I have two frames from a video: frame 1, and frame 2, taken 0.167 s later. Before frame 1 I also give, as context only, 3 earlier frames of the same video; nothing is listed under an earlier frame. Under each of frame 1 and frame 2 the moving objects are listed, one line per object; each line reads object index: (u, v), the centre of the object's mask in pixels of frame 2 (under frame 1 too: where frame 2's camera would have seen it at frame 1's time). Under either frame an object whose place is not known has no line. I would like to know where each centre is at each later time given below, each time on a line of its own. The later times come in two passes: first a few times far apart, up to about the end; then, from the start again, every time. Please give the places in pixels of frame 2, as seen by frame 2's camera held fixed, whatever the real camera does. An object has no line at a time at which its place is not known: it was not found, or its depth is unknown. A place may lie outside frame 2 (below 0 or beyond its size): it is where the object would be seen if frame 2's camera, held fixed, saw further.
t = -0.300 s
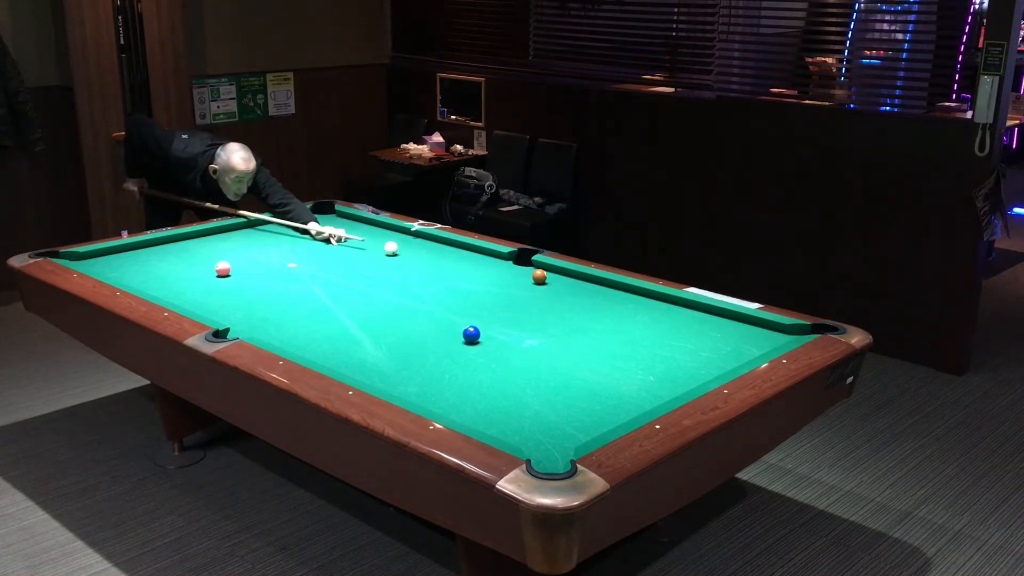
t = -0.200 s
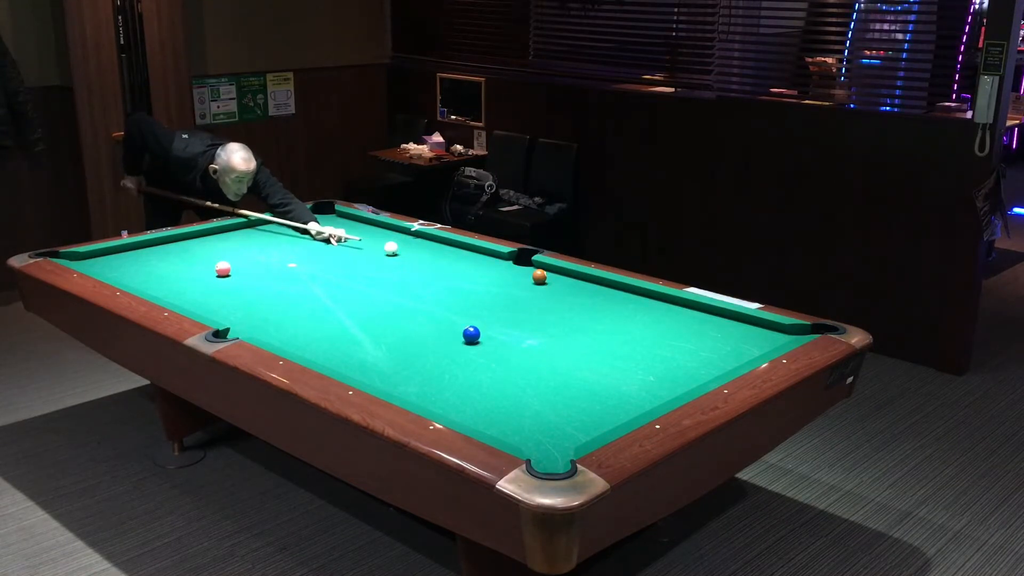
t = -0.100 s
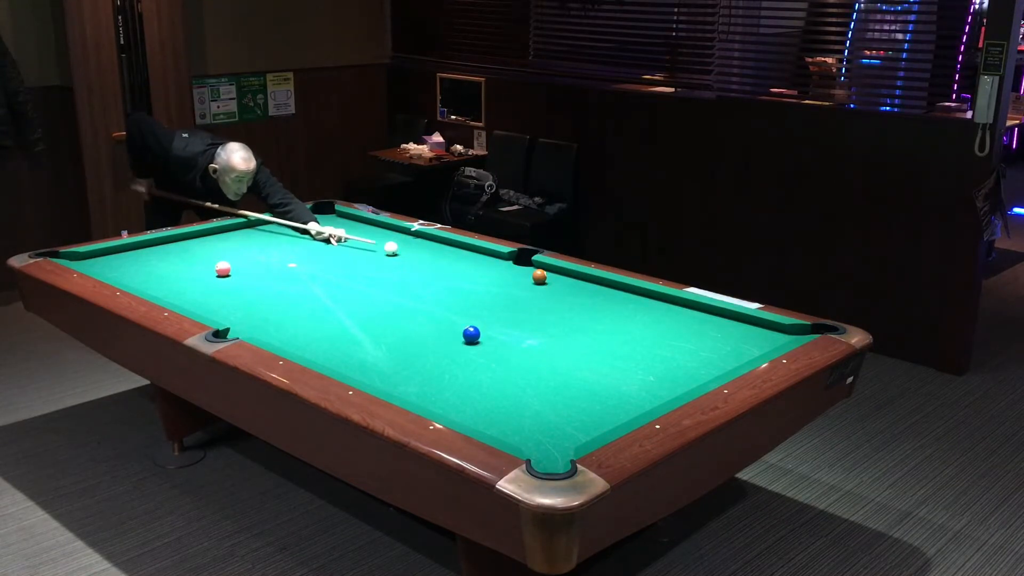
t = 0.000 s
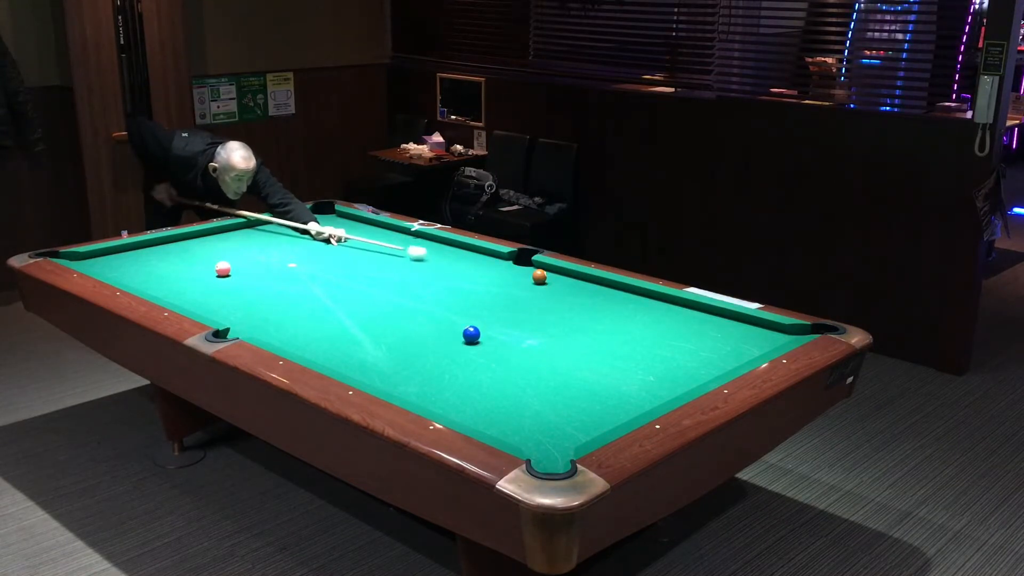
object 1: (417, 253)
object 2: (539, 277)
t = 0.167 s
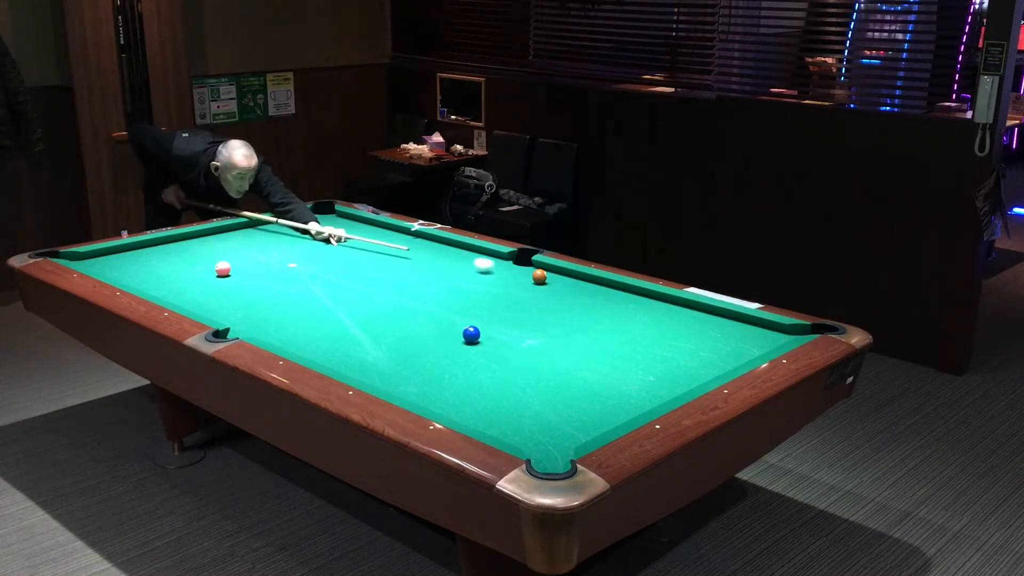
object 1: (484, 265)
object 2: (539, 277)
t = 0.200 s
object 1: (498, 268)
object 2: (539, 277)
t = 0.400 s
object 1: (536, 273)
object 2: (586, 288)
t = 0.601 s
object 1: (561, 274)
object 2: (648, 303)
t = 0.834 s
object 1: (577, 278)
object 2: (718, 320)
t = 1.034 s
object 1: (584, 282)
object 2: (782, 334)
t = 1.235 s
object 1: (590, 286)
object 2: (790, 332)
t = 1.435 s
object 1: (597, 290)
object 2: (790, 334)
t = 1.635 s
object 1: (602, 294)
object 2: (783, 335)
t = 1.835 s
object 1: (608, 297)
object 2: (776, 334)
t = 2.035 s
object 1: (614, 300)
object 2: (769, 332)
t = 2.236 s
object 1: (618, 303)
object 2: (764, 331)
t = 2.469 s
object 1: (624, 307)
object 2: (759, 330)
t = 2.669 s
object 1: (628, 309)
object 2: (757, 330)
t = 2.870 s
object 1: (632, 311)
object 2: (755, 329)
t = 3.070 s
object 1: (637, 313)
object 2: (754, 329)
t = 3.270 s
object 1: (641, 315)
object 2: (754, 329)
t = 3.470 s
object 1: (644, 316)
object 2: (754, 329)
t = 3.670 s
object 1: (647, 317)
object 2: (754, 329)
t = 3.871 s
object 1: (650, 318)
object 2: (754, 329)
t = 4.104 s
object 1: (652, 318)
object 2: (754, 329)
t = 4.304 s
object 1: (653, 318)
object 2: (754, 329)
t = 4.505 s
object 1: (653, 319)
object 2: (754, 329)
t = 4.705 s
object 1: (653, 318)
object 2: (754, 329)
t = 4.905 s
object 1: (653, 318)
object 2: (754, 329)
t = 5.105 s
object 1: (653, 319)
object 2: (754, 329)
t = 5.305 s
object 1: (653, 319)
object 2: (754, 329)
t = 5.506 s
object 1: (653, 319)
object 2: (754, 329)
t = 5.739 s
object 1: (653, 319)
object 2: (754, 329)
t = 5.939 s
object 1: (653, 319)
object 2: (754, 329)
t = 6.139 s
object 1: (653, 318)
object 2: (754, 329)
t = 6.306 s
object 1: (653, 318)
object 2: (753, 329)
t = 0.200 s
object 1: (498, 268)
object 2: (539, 277)
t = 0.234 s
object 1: (511, 271)
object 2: (539, 277)
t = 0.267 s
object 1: (524, 273)
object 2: (540, 277)
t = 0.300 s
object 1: (529, 274)
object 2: (551, 279)
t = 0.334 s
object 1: (531, 273)
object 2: (563, 282)
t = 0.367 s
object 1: (533, 273)
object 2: (574, 285)
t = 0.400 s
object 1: (536, 273)
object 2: (586, 288)
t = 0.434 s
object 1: (540, 273)
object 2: (597, 291)
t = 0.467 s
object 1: (544, 273)
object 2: (607, 293)
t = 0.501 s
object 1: (548, 273)
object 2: (618, 295)
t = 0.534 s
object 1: (552, 273)
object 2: (628, 298)
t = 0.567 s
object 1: (556, 274)
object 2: (638, 301)
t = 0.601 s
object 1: (561, 274)
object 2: (648, 303)
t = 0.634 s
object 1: (565, 274)
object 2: (656, 305)
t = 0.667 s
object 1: (569, 274)
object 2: (667, 307)
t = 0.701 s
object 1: (573, 275)
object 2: (677, 310)
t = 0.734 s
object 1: (574, 276)
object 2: (687, 312)
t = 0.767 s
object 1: (575, 276)
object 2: (697, 315)
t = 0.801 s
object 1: (576, 277)
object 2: (707, 317)
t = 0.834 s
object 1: (577, 278)
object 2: (718, 320)
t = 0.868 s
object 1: (579, 279)
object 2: (728, 322)
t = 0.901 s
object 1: (580, 279)
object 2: (739, 324)
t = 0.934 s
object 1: (581, 280)
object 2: (749, 327)
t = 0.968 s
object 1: (582, 281)
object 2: (760, 330)
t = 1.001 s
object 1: (583, 281)
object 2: (771, 333)
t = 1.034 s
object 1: (584, 282)
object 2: (782, 334)
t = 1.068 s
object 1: (585, 283)
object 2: (791, 334)
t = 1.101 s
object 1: (586, 283)
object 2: (791, 333)
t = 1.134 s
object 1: (587, 284)
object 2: (790, 332)
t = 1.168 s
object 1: (589, 285)
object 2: (790, 331)
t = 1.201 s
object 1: (589, 285)
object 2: (790, 331)
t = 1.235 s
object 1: (590, 286)
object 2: (790, 332)
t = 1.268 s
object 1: (591, 287)
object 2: (791, 332)
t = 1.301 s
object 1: (592, 287)
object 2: (791, 332)
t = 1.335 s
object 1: (594, 288)
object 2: (791, 333)
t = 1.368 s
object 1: (594, 289)
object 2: (791, 334)
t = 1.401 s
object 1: (596, 289)
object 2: (791, 334)
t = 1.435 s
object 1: (597, 290)
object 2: (790, 334)
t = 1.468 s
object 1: (597, 290)
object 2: (789, 334)
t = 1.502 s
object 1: (598, 291)
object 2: (788, 334)
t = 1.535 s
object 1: (599, 292)
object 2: (786, 335)
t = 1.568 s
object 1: (601, 292)
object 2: (785, 335)
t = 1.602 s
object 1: (601, 293)
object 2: (784, 335)
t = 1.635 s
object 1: (602, 294)
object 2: (783, 335)
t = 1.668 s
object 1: (603, 294)
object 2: (781, 335)
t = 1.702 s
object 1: (604, 295)
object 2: (780, 335)
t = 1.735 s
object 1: (605, 295)
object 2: (779, 335)
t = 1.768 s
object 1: (606, 296)
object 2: (778, 334)
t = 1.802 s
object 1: (607, 297)
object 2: (777, 334)
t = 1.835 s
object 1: (608, 297)
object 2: (776, 334)
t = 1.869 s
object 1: (609, 297)
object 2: (775, 334)
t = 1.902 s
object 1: (610, 298)
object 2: (774, 334)
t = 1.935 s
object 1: (611, 299)
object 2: (772, 333)
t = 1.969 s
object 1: (611, 299)
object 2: (771, 333)
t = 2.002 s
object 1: (612, 300)
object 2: (770, 333)
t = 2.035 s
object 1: (614, 300)
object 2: (769, 332)
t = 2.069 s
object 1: (614, 301)
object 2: (768, 332)
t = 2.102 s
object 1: (615, 301)
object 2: (767, 332)
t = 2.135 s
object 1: (616, 302)
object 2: (767, 332)
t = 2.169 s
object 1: (617, 302)
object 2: (766, 331)
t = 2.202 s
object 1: (618, 303)
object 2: (765, 331)
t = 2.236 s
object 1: (618, 303)
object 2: (764, 331)
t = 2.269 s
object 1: (619, 304)
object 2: (763, 331)
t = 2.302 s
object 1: (620, 304)
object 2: (762, 331)
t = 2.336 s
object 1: (621, 305)
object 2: (762, 331)
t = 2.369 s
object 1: (622, 305)
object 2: (761, 331)
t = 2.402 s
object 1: (622, 306)
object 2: (760, 330)
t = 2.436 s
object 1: (623, 306)
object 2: (760, 330)
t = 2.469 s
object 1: (624, 307)
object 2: (759, 330)
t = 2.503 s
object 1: (625, 307)
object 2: (759, 330)
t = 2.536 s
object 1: (625, 307)
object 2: (758, 330)
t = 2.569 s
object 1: (626, 308)
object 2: (758, 330)
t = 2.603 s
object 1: (627, 308)
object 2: (757, 330)
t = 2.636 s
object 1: (628, 309)
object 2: (757, 330)
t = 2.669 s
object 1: (628, 309)
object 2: (757, 330)
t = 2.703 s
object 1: (629, 309)
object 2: (756, 329)
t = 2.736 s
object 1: (630, 310)
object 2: (756, 329)
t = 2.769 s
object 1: (631, 310)
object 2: (755, 329)
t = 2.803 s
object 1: (631, 311)
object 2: (755, 329)
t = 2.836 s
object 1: (632, 311)
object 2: (755, 329)
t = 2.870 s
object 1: (632, 311)
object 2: (755, 329)
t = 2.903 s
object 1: (633, 312)
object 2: (754, 329)
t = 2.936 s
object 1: (634, 312)
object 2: (754, 329)
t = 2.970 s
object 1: (635, 313)
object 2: (754, 329)
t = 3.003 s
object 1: (636, 313)
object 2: (754, 329)
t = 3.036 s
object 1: (637, 313)
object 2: (754, 329)
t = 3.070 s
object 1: (637, 313)
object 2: (754, 329)
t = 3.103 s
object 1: (638, 314)
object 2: (754, 329)
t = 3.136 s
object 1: (639, 314)
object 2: (754, 329)
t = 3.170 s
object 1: (639, 314)
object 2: (754, 329)
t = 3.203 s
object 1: (640, 315)
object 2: (754, 329)
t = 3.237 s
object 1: (640, 315)
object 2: (754, 329)
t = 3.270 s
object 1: (641, 315)
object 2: (754, 329)
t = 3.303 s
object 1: (641, 315)
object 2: (754, 329)
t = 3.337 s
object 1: (642, 315)
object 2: (754, 329)
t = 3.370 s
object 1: (643, 316)
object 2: (754, 329)
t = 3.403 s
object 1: (643, 316)
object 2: (754, 329)
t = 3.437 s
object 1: (644, 316)
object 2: (754, 329)
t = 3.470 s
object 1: (644, 316)
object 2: (754, 329)
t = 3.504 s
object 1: (645, 316)
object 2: (754, 329)
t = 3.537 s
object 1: (645, 317)
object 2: (754, 329)
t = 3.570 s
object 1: (646, 317)
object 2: (754, 329)
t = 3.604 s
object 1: (646, 317)
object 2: (754, 329)
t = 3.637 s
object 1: (647, 317)
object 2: (754, 329)
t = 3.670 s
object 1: (647, 317)
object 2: (754, 329)
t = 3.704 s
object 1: (648, 317)
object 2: (754, 329)
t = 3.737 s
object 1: (648, 317)
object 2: (754, 329)
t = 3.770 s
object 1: (649, 318)
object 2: (754, 329)
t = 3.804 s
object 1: (649, 318)
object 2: (754, 329)
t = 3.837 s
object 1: (649, 318)
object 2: (754, 329)
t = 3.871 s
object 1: (650, 318)
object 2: (754, 329)
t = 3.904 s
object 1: (650, 318)
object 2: (754, 329)
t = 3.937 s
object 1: (650, 318)
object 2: (754, 329)
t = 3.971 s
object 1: (651, 318)
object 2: (754, 329)
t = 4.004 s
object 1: (651, 318)
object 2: (754, 329)
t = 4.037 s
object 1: (651, 318)
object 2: (754, 329)
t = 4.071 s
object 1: (651, 318)
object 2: (754, 329)
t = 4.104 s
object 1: (652, 318)
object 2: (754, 329)
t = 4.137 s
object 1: (652, 318)
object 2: (754, 329)
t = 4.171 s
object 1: (652, 319)
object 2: (754, 329)
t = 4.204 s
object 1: (652, 318)
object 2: (754, 329)
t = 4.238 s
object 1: (652, 318)
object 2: (754, 329)
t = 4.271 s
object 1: (652, 318)
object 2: (754, 329)
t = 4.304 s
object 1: (653, 318)
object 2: (754, 329)
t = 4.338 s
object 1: (653, 319)
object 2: (754, 329)
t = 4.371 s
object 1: (653, 319)
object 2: (754, 329)
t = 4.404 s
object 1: (653, 319)
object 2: (754, 329)
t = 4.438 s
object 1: (653, 319)
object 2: (754, 329)
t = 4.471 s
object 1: (653, 319)
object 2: (754, 329)
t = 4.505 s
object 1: (653, 319)
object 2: (754, 329)
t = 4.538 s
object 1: (653, 318)
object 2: (754, 329)
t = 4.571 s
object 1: (653, 319)
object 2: (754, 329)
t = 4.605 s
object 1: (653, 319)
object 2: (754, 329)
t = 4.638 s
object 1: (653, 318)
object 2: (754, 329)
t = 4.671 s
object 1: (653, 318)
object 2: (754, 329)
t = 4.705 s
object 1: (653, 318)
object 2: (754, 329)
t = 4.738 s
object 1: (653, 318)
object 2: (754, 329)
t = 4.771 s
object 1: (653, 318)
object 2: (754, 329)
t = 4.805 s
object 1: (653, 318)
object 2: (754, 329)
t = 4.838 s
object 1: (653, 318)
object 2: (754, 329)
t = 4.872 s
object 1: (653, 318)
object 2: (754, 329)
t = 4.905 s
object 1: (653, 318)
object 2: (754, 329)
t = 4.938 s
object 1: (653, 318)
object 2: (754, 329)
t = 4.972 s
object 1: (653, 318)
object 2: (754, 329)
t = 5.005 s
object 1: (653, 318)
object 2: (754, 329)
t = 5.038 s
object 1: (653, 319)
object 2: (754, 329)
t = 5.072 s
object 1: (653, 319)
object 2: (754, 329)
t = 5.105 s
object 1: (653, 319)
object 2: (754, 329)
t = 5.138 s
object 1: (653, 319)
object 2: (754, 329)
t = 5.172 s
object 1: (653, 319)
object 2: (754, 329)
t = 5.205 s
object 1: (653, 319)
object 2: (754, 329)
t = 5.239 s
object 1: (653, 319)
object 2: (754, 329)
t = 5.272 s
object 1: (653, 319)
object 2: (754, 329)
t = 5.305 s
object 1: (653, 319)
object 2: (754, 329)
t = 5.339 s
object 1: (653, 319)
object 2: (754, 329)
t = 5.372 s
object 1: (653, 319)
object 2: (754, 329)
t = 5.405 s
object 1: (653, 319)
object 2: (754, 329)
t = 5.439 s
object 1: (653, 319)
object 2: (754, 329)
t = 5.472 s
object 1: (653, 319)
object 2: (754, 329)
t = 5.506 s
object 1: (653, 319)
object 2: (754, 329)
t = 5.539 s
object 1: (653, 319)
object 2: (754, 329)
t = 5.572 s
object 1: (653, 318)
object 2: (754, 329)
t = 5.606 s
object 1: (653, 318)
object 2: (754, 329)
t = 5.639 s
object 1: (653, 319)
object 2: (754, 329)
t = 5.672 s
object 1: (653, 318)
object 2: (754, 329)
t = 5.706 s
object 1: (653, 319)
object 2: (754, 329)
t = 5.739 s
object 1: (653, 319)
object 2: (754, 329)
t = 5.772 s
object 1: (653, 319)
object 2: (754, 329)
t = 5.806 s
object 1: (653, 318)
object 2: (754, 329)
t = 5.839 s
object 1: (653, 319)
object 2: (754, 329)
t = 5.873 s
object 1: (653, 318)
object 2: (754, 329)
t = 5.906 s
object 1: (653, 318)
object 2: (754, 329)
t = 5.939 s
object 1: (653, 319)
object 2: (754, 329)
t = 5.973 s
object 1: (653, 319)
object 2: (754, 329)
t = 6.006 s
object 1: (653, 319)
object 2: (754, 329)
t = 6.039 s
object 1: (653, 319)
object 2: (754, 329)
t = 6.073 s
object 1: (653, 318)
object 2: (754, 329)
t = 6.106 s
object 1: (653, 319)
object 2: (754, 329)
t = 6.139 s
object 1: (653, 318)
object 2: (754, 329)
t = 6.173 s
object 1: (653, 319)
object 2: (754, 329)
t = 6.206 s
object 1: (653, 319)
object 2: (754, 329)
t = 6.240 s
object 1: (653, 318)
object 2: (754, 329)
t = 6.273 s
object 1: (653, 318)
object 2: (754, 329)
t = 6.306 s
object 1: (653, 318)
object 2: (753, 329)
